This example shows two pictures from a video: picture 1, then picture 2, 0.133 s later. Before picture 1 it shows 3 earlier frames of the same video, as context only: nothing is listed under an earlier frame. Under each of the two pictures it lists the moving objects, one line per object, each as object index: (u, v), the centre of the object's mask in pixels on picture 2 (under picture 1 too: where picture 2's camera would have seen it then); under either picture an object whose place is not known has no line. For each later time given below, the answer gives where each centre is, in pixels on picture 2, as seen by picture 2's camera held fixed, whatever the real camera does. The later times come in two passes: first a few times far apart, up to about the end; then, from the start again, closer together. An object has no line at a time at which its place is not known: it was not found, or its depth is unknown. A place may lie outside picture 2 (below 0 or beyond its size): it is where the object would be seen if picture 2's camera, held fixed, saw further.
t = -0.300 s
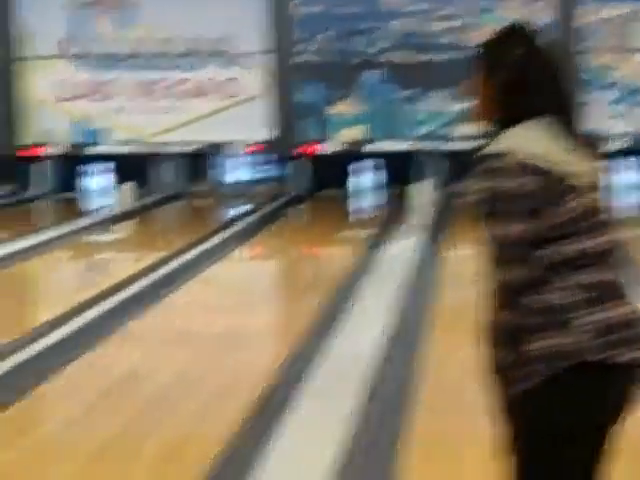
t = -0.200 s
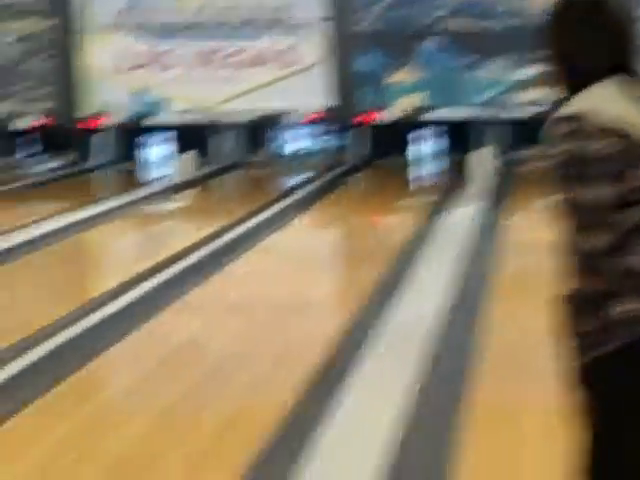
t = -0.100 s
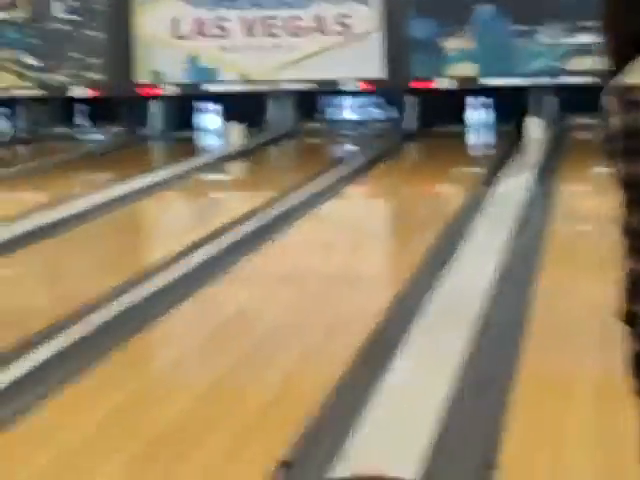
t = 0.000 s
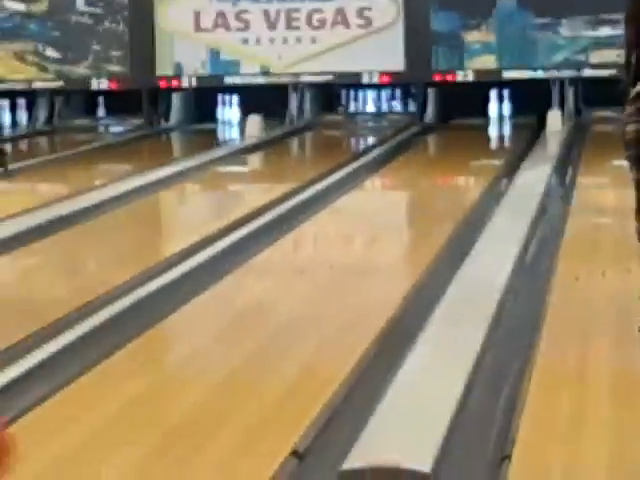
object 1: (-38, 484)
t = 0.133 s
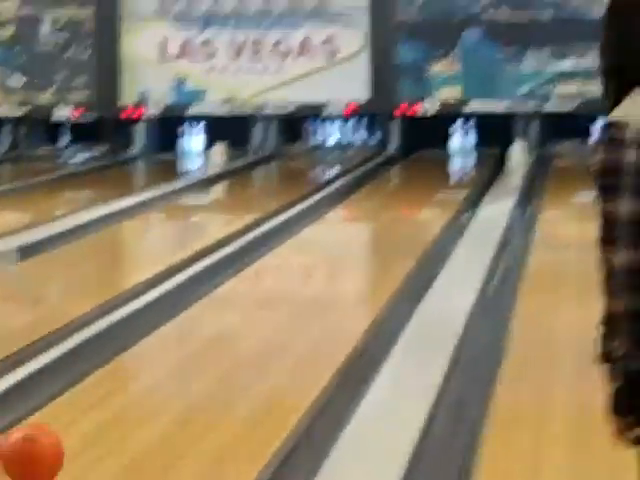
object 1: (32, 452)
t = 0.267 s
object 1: (107, 404)
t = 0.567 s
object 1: (218, 324)
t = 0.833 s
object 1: (279, 276)
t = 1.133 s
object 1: (323, 242)
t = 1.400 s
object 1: (355, 218)
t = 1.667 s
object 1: (380, 199)
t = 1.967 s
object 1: (403, 182)
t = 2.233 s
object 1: (419, 169)
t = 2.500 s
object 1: (433, 159)
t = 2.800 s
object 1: (444, 151)
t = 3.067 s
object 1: (454, 144)
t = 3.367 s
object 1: (456, 141)
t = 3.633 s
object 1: (456, 143)
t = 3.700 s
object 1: (456, 141)
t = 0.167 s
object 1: (52, 441)
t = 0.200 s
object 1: (73, 428)
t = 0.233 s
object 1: (88, 416)
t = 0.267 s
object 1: (107, 404)
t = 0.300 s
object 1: (124, 391)
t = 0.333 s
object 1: (138, 383)
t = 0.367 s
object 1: (151, 372)
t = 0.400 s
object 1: (164, 363)
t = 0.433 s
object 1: (177, 354)
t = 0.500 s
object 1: (198, 338)
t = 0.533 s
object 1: (209, 330)
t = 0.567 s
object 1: (218, 324)
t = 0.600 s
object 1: (228, 317)
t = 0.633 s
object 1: (235, 310)
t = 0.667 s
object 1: (243, 303)
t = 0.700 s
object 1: (252, 298)
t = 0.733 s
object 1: (259, 292)
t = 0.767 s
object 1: (266, 287)
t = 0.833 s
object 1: (279, 276)
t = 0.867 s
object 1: (285, 273)
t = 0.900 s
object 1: (290, 268)
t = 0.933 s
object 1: (295, 264)
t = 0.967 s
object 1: (301, 259)
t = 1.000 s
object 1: (307, 256)
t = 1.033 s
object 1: (311, 252)
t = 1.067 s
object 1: (316, 248)
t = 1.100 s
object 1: (320, 246)
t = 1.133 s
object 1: (323, 242)
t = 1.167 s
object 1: (329, 238)
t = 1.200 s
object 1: (333, 235)
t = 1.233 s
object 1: (337, 232)
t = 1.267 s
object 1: (341, 227)
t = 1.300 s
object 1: (345, 225)
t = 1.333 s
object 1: (348, 223)
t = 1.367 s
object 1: (351, 220)
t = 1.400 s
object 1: (355, 218)
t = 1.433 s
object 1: (359, 214)
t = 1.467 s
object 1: (362, 212)
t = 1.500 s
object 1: (365, 210)
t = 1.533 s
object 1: (368, 208)
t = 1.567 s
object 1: (372, 206)
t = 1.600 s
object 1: (375, 203)
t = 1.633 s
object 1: (378, 200)
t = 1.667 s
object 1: (380, 199)
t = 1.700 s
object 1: (383, 197)
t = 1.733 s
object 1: (385, 195)
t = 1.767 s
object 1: (389, 193)
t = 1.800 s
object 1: (392, 192)
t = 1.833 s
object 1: (393, 191)
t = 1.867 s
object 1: (397, 188)
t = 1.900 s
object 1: (399, 186)
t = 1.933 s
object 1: (401, 184)
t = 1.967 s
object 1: (403, 182)
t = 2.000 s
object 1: (406, 181)
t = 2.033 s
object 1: (408, 179)
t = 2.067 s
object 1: (410, 178)
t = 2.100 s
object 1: (412, 175)
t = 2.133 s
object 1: (414, 173)
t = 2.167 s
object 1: (417, 172)
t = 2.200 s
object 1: (418, 170)
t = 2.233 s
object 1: (419, 169)
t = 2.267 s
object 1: (422, 168)
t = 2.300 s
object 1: (424, 166)
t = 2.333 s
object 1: (425, 165)
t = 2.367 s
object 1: (427, 164)
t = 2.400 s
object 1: (429, 163)
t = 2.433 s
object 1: (431, 162)
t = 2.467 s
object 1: (432, 161)
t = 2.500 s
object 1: (433, 159)
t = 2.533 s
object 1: (436, 158)
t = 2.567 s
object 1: (436, 157)
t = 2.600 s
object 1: (438, 156)
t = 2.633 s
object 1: (438, 155)
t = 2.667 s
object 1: (440, 154)
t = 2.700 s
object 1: (441, 153)
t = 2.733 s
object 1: (443, 153)
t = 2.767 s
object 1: (443, 152)
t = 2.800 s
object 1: (444, 151)
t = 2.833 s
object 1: (445, 150)
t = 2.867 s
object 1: (446, 148)
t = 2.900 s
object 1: (447, 148)
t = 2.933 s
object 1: (449, 147)
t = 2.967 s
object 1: (449, 146)
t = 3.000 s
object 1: (452, 146)
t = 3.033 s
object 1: (454, 145)
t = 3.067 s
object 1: (454, 144)
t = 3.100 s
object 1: (454, 142)
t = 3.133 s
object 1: (454, 142)
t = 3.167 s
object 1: (455, 142)
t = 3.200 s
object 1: (455, 142)
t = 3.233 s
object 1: (455, 141)
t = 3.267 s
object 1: (456, 141)
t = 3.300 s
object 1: (457, 141)
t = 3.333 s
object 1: (456, 140)
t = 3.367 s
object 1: (456, 141)
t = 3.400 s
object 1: (457, 140)
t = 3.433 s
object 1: (456, 140)
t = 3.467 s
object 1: (456, 140)
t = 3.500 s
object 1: (456, 139)
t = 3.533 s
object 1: (456, 138)
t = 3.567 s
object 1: (456, 139)
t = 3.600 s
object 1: (455, 141)
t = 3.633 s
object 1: (456, 143)
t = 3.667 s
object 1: (456, 142)
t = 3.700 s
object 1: (456, 141)
